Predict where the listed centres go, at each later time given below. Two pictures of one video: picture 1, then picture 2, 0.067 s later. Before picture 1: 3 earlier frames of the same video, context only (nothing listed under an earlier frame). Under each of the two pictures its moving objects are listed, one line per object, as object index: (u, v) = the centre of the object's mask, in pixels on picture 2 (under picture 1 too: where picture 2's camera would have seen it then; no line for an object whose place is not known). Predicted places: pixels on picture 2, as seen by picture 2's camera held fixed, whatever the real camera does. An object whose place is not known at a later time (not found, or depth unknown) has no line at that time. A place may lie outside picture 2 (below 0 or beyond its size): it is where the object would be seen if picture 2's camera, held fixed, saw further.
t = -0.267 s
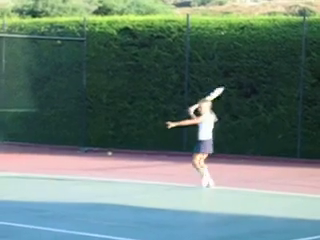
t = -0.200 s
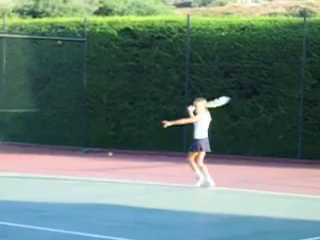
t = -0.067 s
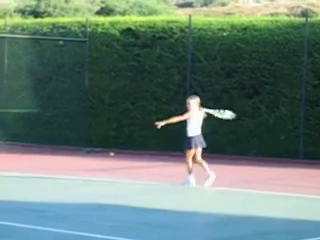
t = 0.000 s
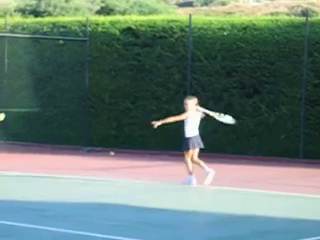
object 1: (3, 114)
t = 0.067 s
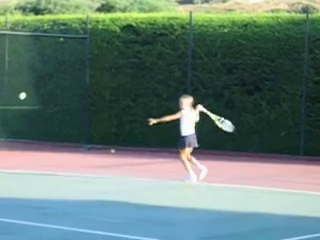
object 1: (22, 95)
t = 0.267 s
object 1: (67, 75)
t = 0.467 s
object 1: (100, 84)
